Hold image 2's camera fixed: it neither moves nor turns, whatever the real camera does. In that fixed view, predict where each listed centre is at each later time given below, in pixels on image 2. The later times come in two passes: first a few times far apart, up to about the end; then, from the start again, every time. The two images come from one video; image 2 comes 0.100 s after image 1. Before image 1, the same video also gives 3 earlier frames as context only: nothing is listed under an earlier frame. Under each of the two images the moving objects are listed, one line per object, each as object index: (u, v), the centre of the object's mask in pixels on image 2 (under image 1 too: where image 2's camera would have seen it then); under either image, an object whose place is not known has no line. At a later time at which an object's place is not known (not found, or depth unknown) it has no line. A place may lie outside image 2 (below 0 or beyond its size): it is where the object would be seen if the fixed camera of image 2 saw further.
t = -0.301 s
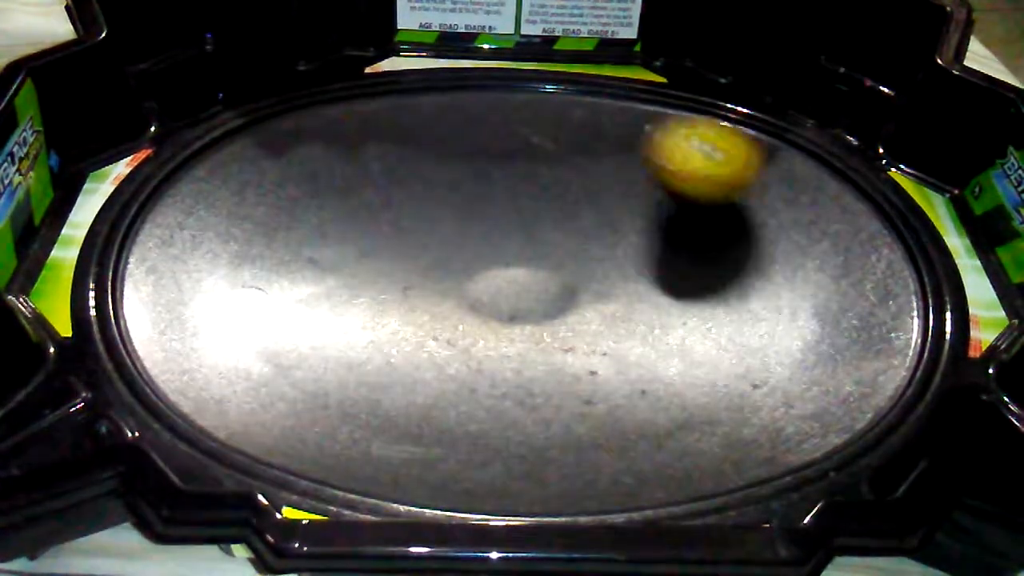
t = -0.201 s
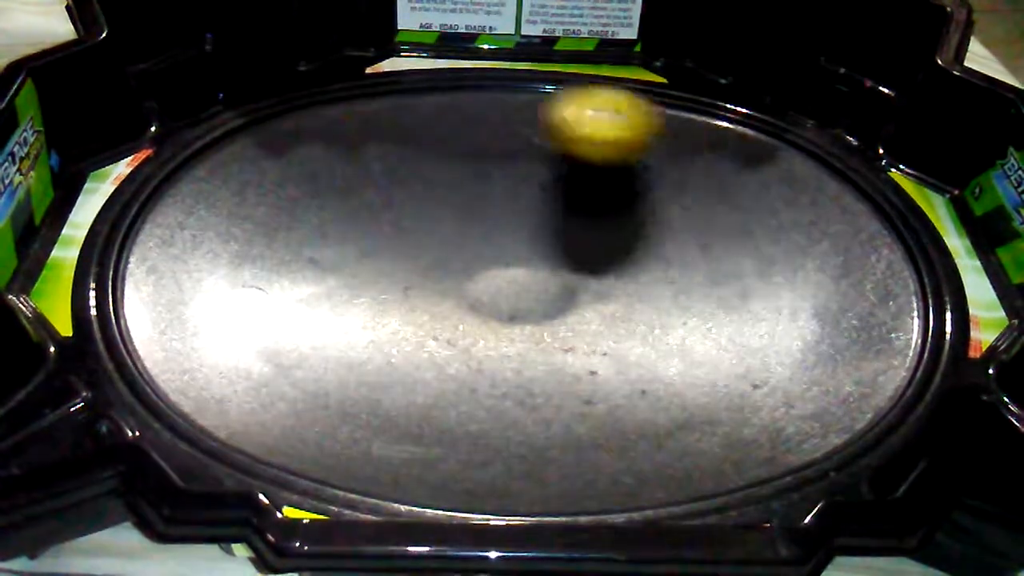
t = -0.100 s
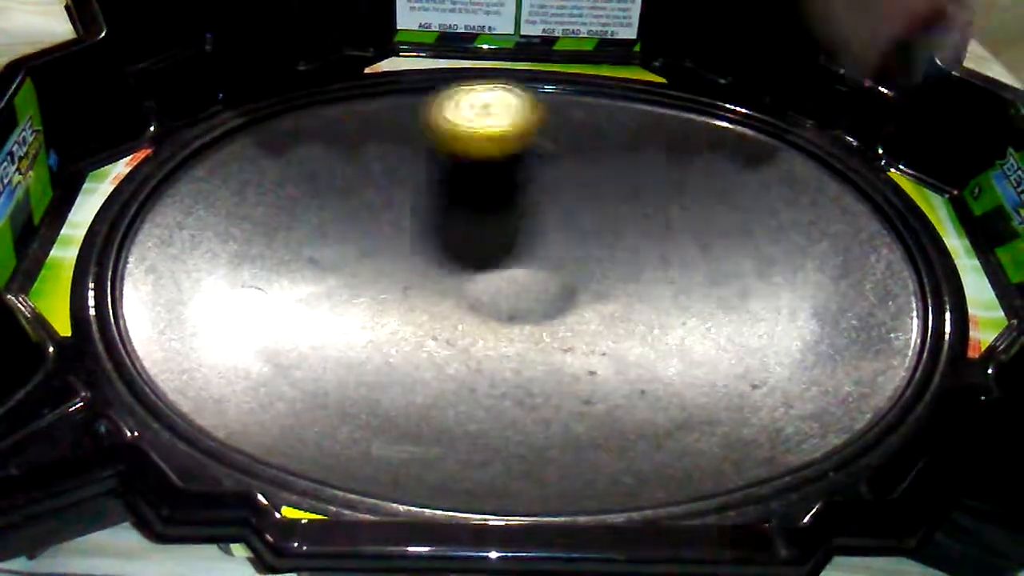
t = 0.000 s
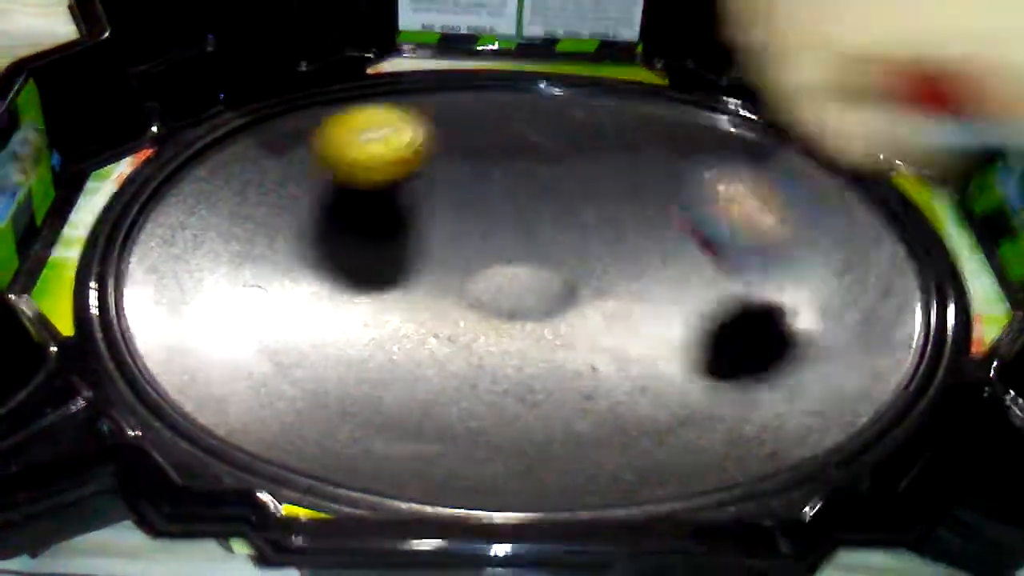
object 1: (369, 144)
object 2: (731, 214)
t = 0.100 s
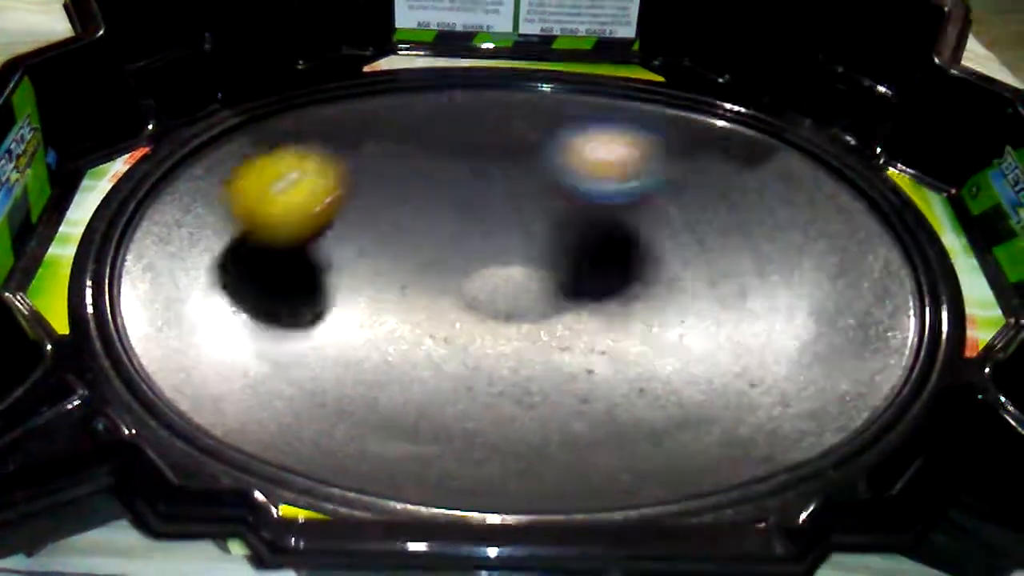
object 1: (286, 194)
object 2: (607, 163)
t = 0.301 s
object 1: (279, 347)
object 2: (374, 120)
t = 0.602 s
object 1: (635, 387)
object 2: (253, 380)
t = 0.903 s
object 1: (667, 210)
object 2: (694, 397)
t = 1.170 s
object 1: (453, 174)
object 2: (749, 166)
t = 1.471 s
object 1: (342, 293)
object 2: (389, 132)
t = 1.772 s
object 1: (552, 328)
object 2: (236, 393)
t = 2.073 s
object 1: (571, 234)
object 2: (691, 374)
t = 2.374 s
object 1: (469, 224)
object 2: (644, 157)
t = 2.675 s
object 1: (428, 270)
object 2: (315, 189)
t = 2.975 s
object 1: (502, 299)
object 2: (390, 389)
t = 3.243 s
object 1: (558, 261)
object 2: (676, 338)
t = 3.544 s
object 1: (514, 216)
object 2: (661, 237)
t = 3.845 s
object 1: (385, 213)
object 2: (615, 234)
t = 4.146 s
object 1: (361, 276)
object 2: (556, 280)
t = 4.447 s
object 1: (416, 305)
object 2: (629, 304)
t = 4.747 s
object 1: (485, 285)
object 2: (634, 248)
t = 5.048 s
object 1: (418, 261)
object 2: (569, 226)
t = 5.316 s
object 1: (393, 271)
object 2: (519, 249)
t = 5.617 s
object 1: (412, 276)
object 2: (557, 291)
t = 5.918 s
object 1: (466, 252)
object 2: (613, 271)
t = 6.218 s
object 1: (423, 214)
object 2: (581, 253)
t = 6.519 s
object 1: (403, 245)
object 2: (549, 280)
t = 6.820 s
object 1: (439, 270)
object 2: (596, 290)
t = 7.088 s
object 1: (480, 259)
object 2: (606, 280)
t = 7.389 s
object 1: (454, 236)
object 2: (605, 266)
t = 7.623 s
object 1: (430, 254)
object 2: (562, 264)
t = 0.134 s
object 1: (266, 217)
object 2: (564, 151)
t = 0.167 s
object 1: (249, 242)
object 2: (525, 134)
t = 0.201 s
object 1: (243, 267)
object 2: (488, 123)
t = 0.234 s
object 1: (245, 294)
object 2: (451, 116)
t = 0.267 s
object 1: (257, 321)
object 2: (412, 115)
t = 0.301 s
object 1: (279, 347)
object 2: (374, 120)
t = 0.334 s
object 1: (308, 370)
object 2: (338, 130)
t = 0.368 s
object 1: (340, 386)
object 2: (305, 147)
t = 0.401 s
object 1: (382, 398)
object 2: (273, 170)
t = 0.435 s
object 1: (421, 406)
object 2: (247, 199)
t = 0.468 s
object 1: (470, 411)
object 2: (232, 238)
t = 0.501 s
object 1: (514, 411)
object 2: (222, 267)
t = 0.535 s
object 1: (559, 406)
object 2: (216, 300)
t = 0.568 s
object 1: (601, 400)
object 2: (227, 342)
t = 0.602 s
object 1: (635, 387)
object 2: (253, 380)
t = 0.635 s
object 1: (669, 369)
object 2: (282, 403)
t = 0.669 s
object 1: (693, 351)
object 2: (329, 423)
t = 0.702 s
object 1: (708, 329)
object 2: (381, 436)
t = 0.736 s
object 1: (715, 307)
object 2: (435, 444)
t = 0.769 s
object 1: (717, 285)
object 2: (491, 445)
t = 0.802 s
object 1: (711, 265)
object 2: (544, 439)
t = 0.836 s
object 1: (701, 245)
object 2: (603, 437)
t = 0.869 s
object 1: (686, 226)
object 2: (651, 418)
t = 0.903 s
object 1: (667, 210)
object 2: (694, 397)
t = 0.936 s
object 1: (647, 196)
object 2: (728, 376)
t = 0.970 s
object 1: (621, 185)
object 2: (762, 338)
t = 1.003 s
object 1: (593, 177)
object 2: (783, 311)
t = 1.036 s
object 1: (564, 171)
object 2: (793, 285)
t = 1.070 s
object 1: (537, 168)
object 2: (795, 256)
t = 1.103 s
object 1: (508, 168)
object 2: (786, 221)
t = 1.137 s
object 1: (480, 169)
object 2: (774, 190)
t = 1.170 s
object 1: (453, 174)
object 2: (749, 166)
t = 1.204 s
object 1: (427, 180)
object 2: (722, 146)
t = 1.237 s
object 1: (403, 188)
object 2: (688, 128)
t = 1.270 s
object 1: (380, 199)
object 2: (651, 115)
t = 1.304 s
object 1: (363, 212)
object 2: (611, 107)
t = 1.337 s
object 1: (350, 227)
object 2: (567, 105)
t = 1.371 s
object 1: (339, 244)
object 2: (524, 105)
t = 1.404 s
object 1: (333, 261)
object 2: (478, 109)
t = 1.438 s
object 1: (335, 279)
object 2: (435, 118)
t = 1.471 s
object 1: (342, 293)
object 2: (389, 132)
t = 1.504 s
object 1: (357, 308)
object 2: (345, 150)
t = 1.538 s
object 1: (375, 322)
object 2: (312, 172)
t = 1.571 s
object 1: (399, 335)
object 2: (276, 199)
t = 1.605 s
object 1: (425, 342)
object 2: (249, 229)
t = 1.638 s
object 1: (450, 345)
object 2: (227, 266)
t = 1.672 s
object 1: (477, 345)
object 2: (214, 294)
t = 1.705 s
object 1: (505, 343)
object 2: (210, 332)
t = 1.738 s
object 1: (531, 335)
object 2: (217, 367)
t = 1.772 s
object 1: (552, 328)
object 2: (236, 393)
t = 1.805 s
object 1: (569, 319)
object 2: (268, 417)
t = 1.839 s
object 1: (583, 307)
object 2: (315, 432)
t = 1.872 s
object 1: (592, 296)
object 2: (373, 442)
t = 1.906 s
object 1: (596, 283)
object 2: (426, 442)
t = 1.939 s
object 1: (596, 271)
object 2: (497, 439)
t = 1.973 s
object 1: (593, 258)
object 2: (549, 426)
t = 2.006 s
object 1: (589, 249)
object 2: (603, 413)
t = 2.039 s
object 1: (581, 241)
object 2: (657, 401)
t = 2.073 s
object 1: (571, 234)
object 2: (691, 374)
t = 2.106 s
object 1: (558, 229)
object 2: (721, 345)
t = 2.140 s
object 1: (544, 226)
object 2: (735, 310)
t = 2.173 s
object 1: (531, 223)
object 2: (742, 286)
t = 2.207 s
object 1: (518, 220)
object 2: (743, 258)
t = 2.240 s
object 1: (507, 220)
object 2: (734, 235)
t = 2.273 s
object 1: (496, 221)
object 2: (715, 211)
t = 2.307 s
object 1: (488, 222)
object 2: (698, 188)
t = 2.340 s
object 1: (479, 223)
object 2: (673, 171)
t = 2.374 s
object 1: (469, 224)
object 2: (644, 157)
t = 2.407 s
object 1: (460, 227)
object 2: (611, 149)
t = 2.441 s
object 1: (451, 231)
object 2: (574, 143)
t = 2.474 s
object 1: (445, 235)
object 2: (535, 141)
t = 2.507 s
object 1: (439, 240)
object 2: (496, 141)
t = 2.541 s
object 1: (434, 244)
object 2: (458, 144)
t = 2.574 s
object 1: (428, 249)
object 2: (418, 151)
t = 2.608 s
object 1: (424, 255)
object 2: (380, 159)
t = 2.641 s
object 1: (425, 263)
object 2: (347, 172)
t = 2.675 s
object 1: (428, 270)
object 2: (315, 189)
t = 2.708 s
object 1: (432, 275)
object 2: (289, 210)
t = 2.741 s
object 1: (437, 280)
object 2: (270, 234)
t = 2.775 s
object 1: (444, 285)
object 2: (257, 256)
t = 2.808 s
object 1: (451, 289)
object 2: (254, 288)
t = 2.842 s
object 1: (459, 293)
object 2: (260, 313)
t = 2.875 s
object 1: (469, 296)
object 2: (281, 343)
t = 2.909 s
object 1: (481, 298)
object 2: (307, 360)
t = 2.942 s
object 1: (491, 299)
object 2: (340, 378)
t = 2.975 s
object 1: (502, 299)
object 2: (390, 389)
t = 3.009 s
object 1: (513, 298)
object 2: (442, 393)
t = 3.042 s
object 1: (522, 295)
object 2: (489, 391)
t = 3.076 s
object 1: (530, 291)
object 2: (526, 385)
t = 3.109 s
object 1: (541, 286)
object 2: (553, 378)
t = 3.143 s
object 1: (550, 278)
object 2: (598, 376)
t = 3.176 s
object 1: (555, 270)
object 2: (632, 366)
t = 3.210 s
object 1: (558, 265)
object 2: (657, 355)
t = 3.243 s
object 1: (558, 261)
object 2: (676, 338)
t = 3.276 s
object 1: (558, 257)
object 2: (688, 318)
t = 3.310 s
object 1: (558, 254)
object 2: (692, 305)
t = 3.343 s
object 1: (558, 250)
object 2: (689, 290)
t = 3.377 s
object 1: (560, 246)
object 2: (683, 276)
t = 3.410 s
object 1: (556, 241)
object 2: (679, 265)
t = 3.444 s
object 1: (551, 234)
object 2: (676, 254)
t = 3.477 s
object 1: (546, 229)
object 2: (666, 247)
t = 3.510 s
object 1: (537, 224)
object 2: (657, 241)
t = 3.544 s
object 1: (514, 216)
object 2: (661, 237)
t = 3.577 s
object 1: (494, 211)
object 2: (664, 235)
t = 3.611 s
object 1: (478, 207)
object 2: (663, 234)
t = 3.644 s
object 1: (463, 204)
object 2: (659, 231)
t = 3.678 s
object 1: (449, 204)
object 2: (654, 230)
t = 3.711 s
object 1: (435, 204)
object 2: (646, 230)
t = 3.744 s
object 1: (421, 205)
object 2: (641, 230)
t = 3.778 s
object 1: (409, 206)
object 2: (632, 230)
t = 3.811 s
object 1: (397, 208)
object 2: (622, 232)
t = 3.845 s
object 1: (385, 213)
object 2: (615, 234)
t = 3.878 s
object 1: (375, 217)
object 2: (607, 236)
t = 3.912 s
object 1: (366, 223)
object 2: (598, 239)
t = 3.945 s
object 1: (359, 229)
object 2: (589, 243)
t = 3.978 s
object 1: (353, 237)
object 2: (579, 248)
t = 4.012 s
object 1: (350, 244)
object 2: (570, 255)
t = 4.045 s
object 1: (350, 252)
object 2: (565, 260)
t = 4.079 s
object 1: (352, 260)
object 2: (561, 266)
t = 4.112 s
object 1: (355, 268)
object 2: (558, 274)
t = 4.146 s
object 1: (361, 276)
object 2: (556, 280)
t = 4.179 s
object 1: (370, 283)
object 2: (555, 285)
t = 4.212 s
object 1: (381, 290)
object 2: (553, 290)
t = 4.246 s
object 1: (393, 296)
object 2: (551, 293)
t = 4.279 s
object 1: (407, 301)
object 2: (550, 296)
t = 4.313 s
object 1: (414, 304)
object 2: (554, 300)
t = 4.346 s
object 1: (408, 304)
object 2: (580, 302)
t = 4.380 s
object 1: (406, 304)
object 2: (599, 304)
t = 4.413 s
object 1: (409, 304)
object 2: (619, 303)
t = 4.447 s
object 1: (416, 305)
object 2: (629, 304)
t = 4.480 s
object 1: (424, 305)
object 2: (643, 297)
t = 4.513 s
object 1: (432, 305)
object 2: (652, 291)
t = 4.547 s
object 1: (441, 304)
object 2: (658, 289)
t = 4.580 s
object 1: (449, 302)
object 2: (663, 282)
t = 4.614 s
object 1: (458, 300)
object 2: (664, 275)
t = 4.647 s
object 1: (465, 297)
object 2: (661, 269)
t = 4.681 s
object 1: (473, 294)
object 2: (655, 262)
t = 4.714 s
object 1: (480, 290)
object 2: (645, 254)
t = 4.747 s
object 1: (485, 285)
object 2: (634, 248)
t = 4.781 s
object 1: (491, 280)
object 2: (619, 245)
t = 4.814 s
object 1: (493, 276)
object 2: (605, 242)
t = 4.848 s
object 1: (485, 272)
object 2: (600, 235)
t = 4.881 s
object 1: (476, 269)
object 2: (593, 232)
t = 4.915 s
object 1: (470, 265)
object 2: (584, 231)
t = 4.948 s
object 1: (455, 261)
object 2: (581, 230)
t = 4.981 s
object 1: (439, 261)
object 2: (581, 229)
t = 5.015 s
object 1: (427, 260)
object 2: (577, 227)
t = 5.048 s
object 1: (418, 261)
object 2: (569, 226)
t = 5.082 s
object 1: (411, 262)
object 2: (559, 226)
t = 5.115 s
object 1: (406, 263)
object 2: (550, 226)
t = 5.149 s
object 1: (401, 264)
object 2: (541, 228)
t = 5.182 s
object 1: (397, 266)
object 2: (532, 231)
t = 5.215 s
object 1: (395, 267)
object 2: (526, 235)
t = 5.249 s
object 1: (393, 269)
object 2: (523, 240)
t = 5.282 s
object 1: (393, 270)
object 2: (521, 244)
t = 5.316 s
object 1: (393, 271)
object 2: (519, 249)
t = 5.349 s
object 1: (393, 272)
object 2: (518, 254)
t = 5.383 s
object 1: (391, 273)
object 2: (522, 258)
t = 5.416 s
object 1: (391, 274)
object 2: (525, 263)
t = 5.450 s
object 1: (392, 274)
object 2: (528, 268)
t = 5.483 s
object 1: (395, 275)
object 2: (530, 275)
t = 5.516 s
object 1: (398, 276)
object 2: (534, 280)
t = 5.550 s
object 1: (401, 276)
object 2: (539, 284)
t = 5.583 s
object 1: (406, 276)
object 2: (547, 288)
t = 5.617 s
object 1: (412, 276)
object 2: (557, 291)
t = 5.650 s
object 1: (417, 275)
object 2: (569, 294)
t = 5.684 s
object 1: (424, 273)
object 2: (579, 295)
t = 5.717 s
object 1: (431, 271)
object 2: (589, 295)
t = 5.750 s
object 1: (438, 269)
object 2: (598, 292)
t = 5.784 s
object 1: (445, 266)
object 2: (605, 289)
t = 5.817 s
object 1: (451, 264)
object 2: (611, 285)
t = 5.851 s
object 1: (457, 260)
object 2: (614, 281)
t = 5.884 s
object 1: (462, 256)
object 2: (615, 277)
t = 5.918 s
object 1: (466, 252)
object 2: (613, 271)
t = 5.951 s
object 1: (469, 246)
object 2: (608, 264)
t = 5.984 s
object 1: (472, 242)
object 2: (601, 258)
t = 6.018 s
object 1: (470, 234)
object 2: (597, 254)
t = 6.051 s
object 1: (461, 227)
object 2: (597, 253)
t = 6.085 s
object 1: (452, 222)
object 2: (597, 253)
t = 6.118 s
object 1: (444, 219)
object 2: (594, 251)
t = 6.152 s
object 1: (437, 216)
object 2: (591, 252)
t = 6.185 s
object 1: (429, 215)
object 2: (586, 251)
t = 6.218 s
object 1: (423, 214)
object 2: (581, 253)
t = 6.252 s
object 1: (416, 214)
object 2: (576, 254)
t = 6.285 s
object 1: (410, 215)
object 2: (571, 258)
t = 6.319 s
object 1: (404, 217)
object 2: (565, 262)
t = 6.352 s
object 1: (399, 220)
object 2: (560, 268)
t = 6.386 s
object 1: (397, 224)
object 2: (556, 273)
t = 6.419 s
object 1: (396, 229)
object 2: (553, 276)
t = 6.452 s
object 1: (397, 234)
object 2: (551, 278)
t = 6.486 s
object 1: (399, 239)
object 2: (549, 279)
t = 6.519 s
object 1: (403, 245)
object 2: (549, 280)
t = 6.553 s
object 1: (410, 250)
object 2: (547, 282)
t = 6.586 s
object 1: (417, 256)
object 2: (546, 282)
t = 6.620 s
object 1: (418, 258)
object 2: (552, 285)
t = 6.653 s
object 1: (416, 258)
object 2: (566, 289)
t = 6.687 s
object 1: (417, 261)
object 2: (575, 290)
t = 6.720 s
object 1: (421, 263)
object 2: (582, 291)
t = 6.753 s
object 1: (426, 265)
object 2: (587, 292)
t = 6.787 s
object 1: (432, 267)
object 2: (592, 291)
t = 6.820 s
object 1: (439, 270)
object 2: (596, 290)
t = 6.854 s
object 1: (447, 271)
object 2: (598, 289)
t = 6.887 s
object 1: (455, 271)
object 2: (599, 288)
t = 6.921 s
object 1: (463, 272)
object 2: (600, 287)
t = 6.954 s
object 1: (470, 271)
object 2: (601, 285)
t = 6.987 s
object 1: (475, 269)
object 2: (602, 283)
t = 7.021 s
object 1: (476, 266)
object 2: (604, 282)
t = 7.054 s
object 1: (478, 263)
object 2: (606, 281)
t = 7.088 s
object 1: (480, 259)
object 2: (606, 280)
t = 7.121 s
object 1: (482, 256)
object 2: (606, 278)
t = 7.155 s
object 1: (482, 252)
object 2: (607, 277)
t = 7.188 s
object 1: (478, 247)
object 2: (610, 275)
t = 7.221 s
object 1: (475, 243)
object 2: (611, 274)
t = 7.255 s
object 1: (472, 239)
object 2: (611, 273)
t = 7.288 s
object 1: (469, 237)
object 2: (610, 271)
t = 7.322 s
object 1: (465, 235)
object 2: (608, 269)
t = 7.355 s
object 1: (459, 235)
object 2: (607, 268)
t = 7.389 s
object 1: (454, 236)
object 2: (605, 266)
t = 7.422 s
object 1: (448, 238)
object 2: (601, 263)
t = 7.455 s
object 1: (445, 240)
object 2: (595, 262)
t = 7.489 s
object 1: (441, 242)
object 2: (587, 261)
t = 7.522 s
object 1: (439, 246)
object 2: (578, 260)
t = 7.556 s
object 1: (437, 248)
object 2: (570, 259)
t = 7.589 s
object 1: (436, 252)
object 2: (561, 261)
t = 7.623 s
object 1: (430, 254)
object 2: (562, 264)
